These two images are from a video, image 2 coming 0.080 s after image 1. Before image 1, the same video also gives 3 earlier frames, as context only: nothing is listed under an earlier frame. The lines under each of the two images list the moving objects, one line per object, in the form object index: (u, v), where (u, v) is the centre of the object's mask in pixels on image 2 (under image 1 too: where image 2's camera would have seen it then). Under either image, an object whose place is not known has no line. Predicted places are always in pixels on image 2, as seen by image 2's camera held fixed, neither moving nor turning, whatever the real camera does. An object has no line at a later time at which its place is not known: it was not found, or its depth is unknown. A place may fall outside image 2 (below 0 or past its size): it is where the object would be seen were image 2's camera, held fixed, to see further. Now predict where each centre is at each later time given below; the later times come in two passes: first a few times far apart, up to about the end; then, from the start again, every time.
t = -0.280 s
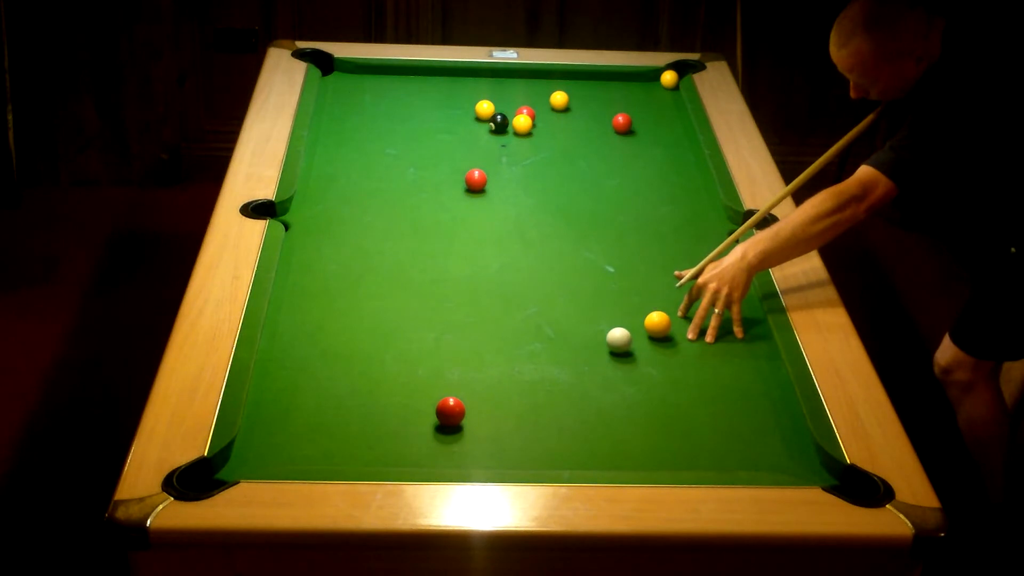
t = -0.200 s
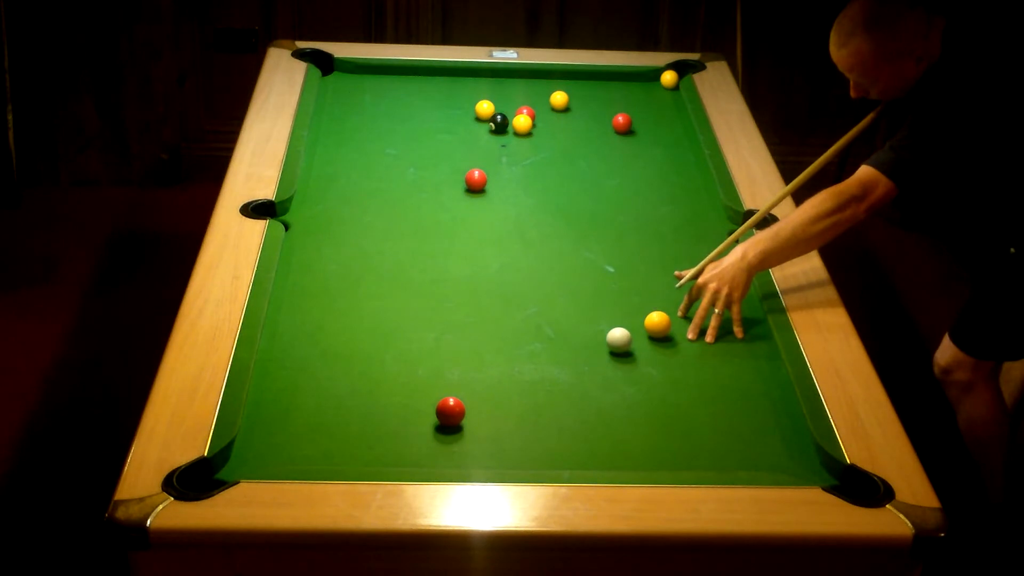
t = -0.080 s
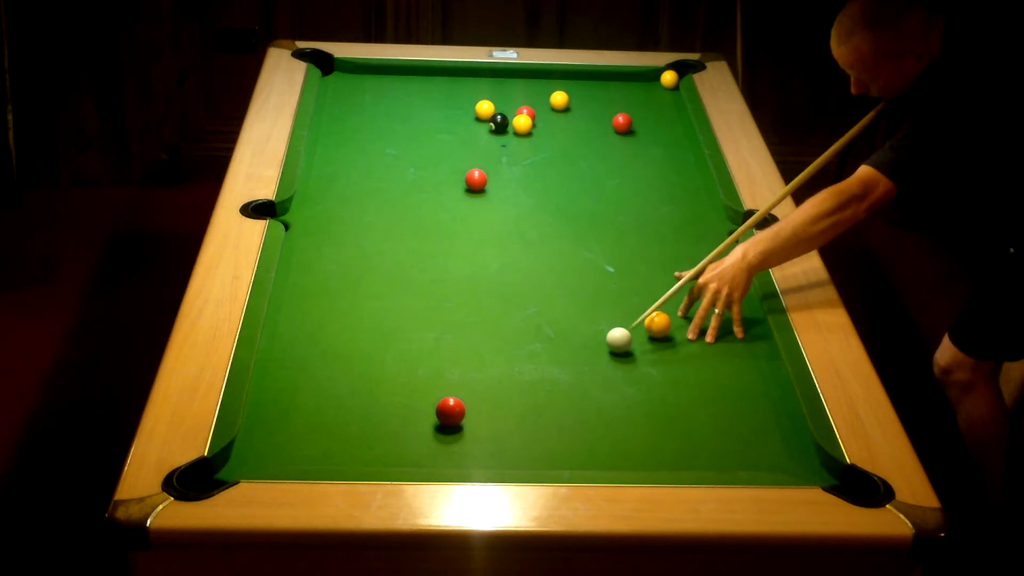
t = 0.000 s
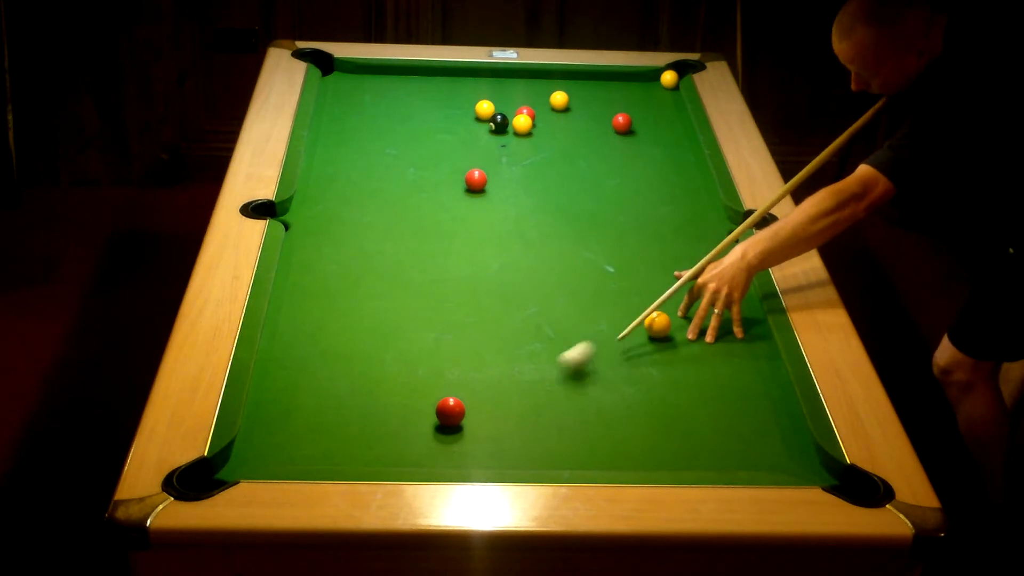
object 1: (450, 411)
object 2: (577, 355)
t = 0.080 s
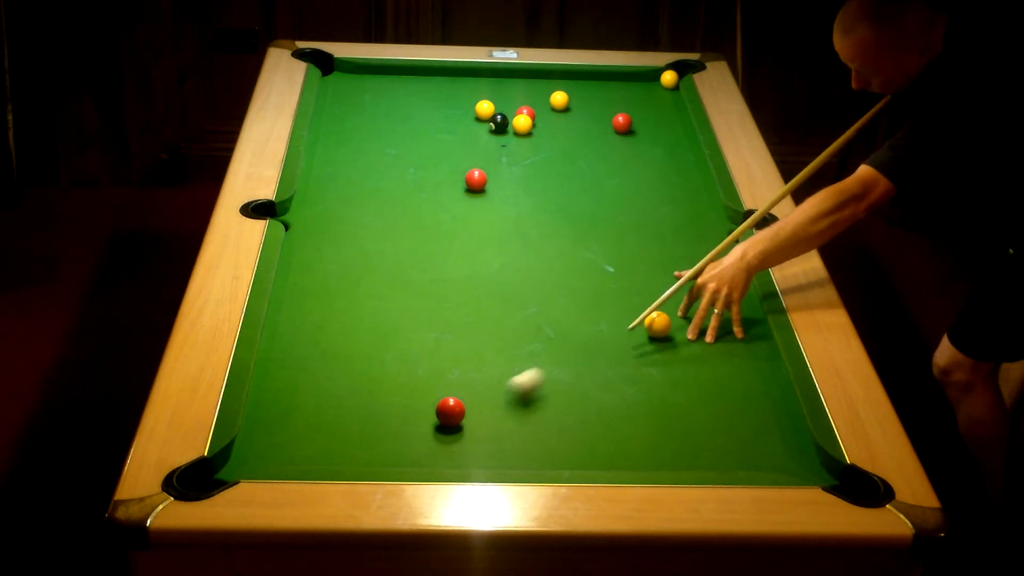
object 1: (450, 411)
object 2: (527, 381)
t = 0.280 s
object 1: (373, 420)
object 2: (486, 440)
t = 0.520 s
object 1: (257, 436)
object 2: (488, 441)
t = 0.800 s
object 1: (332, 456)
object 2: (498, 397)
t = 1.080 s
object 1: (396, 452)
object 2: (506, 358)
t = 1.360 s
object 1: (452, 439)
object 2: (513, 325)
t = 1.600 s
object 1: (495, 429)
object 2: (518, 300)
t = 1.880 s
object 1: (539, 419)
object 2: (522, 274)
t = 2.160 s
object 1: (578, 409)
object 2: (526, 252)
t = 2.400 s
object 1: (605, 402)
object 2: (529, 235)
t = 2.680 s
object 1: (633, 394)
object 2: (532, 218)
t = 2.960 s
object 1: (656, 388)
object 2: (534, 203)
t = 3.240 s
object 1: (674, 383)
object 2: (535, 190)
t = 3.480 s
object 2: (535, 181)
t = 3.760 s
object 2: (535, 172)
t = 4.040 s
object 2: (535, 165)
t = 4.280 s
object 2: (534, 159)
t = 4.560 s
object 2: (532, 155)
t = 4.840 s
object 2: (531, 151)
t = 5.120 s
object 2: (531, 149)
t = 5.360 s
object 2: (532, 149)
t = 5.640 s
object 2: (531, 149)
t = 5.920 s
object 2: (531, 149)
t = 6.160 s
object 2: (531, 149)
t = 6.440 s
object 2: (531, 149)
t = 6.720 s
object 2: (531, 149)
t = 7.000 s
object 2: (531, 149)
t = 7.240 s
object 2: (531, 149)
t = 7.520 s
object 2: (532, 149)
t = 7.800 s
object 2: (532, 149)
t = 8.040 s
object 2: (532, 149)
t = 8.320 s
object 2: (532, 149)
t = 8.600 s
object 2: (532, 149)
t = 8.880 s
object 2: (532, 149)
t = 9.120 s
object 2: (532, 149)
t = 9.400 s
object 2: (532, 149)
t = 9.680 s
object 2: (532, 149)
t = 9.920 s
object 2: (532, 149)
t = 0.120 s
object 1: (450, 411)
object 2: (500, 395)
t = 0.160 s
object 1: (444, 411)
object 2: (480, 410)
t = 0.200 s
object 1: (417, 414)
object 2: (484, 420)
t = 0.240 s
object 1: (394, 417)
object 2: (486, 431)
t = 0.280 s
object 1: (373, 420)
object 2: (486, 440)
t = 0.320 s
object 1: (354, 423)
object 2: (484, 449)
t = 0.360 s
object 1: (334, 426)
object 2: (483, 457)
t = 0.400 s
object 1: (314, 428)
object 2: (483, 459)
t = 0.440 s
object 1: (295, 430)
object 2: (485, 455)
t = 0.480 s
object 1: (276, 433)
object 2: (486, 449)
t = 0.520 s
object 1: (257, 436)
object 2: (488, 441)
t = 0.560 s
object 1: (263, 439)
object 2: (489, 435)
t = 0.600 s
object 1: (275, 443)
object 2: (491, 428)
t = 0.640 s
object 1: (286, 447)
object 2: (493, 422)
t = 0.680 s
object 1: (297, 450)
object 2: (494, 415)
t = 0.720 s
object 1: (309, 452)
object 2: (496, 409)
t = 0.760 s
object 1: (320, 455)
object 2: (497, 403)
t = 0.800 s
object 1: (332, 456)
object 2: (498, 397)
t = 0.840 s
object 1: (343, 458)
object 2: (499, 391)
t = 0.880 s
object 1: (352, 457)
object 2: (501, 385)
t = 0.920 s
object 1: (361, 456)
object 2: (502, 379)
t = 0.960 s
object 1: (370, 455)
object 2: (503, 374)
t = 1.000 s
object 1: (379, 454)
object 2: (504, 369)
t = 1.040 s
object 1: (388, 453)
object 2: (505, 363)
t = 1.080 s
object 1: (396, 452)
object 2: (506, 358)
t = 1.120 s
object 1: (405, 450)
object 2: (507, 353)
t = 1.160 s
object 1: (413, 448)
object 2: (508, 348)
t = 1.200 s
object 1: (421, 446)
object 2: (509, 343)
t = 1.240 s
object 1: (429, 444)
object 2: (510, 339)
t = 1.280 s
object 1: (437, 442)
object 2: (511, 334)
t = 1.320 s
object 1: (445, 441)
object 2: (512, 329)
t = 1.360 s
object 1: (452, 439)
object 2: (513, 325)
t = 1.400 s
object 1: (460, 437)
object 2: (514, 320)
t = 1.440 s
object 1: (467, 436)
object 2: (514, 316)
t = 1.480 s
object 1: (474, 434)
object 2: (515, 312)
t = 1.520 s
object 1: (481, 432)
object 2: (516, 308)
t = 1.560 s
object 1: (488, 431)
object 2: (517, 303)
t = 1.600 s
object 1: (495, 429)
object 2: (518, 300)
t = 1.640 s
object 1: (502, 428)
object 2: (518, 296)
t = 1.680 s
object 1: (508, 426)
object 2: (519, 292)
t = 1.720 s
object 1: (515, 425)
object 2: (520, 288)
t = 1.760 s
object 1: (521, 422)
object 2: (520, 284)
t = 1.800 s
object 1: (527, 421)
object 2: (521, 281)
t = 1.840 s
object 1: (533, 420)
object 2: (522, 277)
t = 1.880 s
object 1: (539, 419)
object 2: (522, 274)
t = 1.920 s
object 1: (545, 417)
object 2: (523, 270)
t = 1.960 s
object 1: (551, 416)
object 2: (524, 267)
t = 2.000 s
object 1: (556, 414)
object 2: (524, 264)
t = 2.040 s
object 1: (561, 413)
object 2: (525, 261)
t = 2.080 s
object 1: (567, 412)
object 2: (525, 258)
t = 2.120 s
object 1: (572, 411)
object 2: (526, 255)
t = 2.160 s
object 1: (578, 409)
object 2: (526, 252)
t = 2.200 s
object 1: (583, 408)
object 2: (527, 249)
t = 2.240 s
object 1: (587, 406)
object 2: (527, 246)
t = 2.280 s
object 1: (592, 405)
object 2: (528, 243)
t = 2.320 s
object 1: (597, 404)
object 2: (529, 240)
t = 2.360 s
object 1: (601, 403)
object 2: (529, 237)
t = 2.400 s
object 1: (605, 402)
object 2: (529, 235)
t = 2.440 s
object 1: (610, 401)
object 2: (530, 232)
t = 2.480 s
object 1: (614, 400)
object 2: (530, 230)
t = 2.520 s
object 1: (618, 399)
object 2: (531, 227)
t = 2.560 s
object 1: (622, 398)
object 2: (531, 225)
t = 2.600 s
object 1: (626, 396)
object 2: (531, 222)
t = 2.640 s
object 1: (630, 395)
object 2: (531, 220)
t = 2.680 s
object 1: (633, 394)
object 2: (532, 218)
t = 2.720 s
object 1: (637, 394)
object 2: (532, 215)
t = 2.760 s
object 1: (641, 393)
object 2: (532, 213)
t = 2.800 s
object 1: (644, 392)
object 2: (533, 211)
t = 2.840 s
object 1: (647, 391)
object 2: (533, 209)
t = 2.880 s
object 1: (650, 390)
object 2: (533, 207)
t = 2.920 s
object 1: (653, 389)
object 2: (533, 205)
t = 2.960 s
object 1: (656, 388)
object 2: (534, 203)
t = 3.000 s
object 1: (659, 387)
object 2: (534, 201)
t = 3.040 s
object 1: (661, 386)
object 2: (534, 199)
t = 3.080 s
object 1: (664, 386)
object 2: (534, 197)
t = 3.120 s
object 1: (667, 385)
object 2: (535, 196)
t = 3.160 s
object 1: (669, 384)
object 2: (535, 194)
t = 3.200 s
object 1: (672, 384)
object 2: (535, 192)
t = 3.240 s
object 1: (674, 383)
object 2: (535, 190)
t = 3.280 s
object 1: (677, 382)
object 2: (535, 189)
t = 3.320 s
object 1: (679, 382)
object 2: (535, 187)
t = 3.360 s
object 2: (535, 186)
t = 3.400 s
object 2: (535, 184)
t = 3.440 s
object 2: (535, 183)
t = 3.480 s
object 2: (535, 181)
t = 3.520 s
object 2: (535, 180)
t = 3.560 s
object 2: (535, 179)
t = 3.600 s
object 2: (535, 177)
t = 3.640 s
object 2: (535, 176)
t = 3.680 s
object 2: (535, 175)
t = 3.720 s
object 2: (535, 173)
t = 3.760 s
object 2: (535, 172)
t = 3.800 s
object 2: (535, 171)
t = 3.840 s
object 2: (535, 170)
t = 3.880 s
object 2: (535, 169)
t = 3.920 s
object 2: (535, 168)
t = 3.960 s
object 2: (535, 167)
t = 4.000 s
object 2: (535, 166)
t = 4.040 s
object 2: (535, 165)
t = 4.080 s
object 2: (535, 164)
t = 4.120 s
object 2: (535, 163)
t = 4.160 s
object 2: (535, 162)
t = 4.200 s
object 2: (534, 161)
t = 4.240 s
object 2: (534, 160)
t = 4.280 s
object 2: (534, 159)
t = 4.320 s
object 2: (534, 159)
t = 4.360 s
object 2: (534, 158)
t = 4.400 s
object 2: (533, 157)
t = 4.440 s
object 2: (533, 157)
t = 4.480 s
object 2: (533, 156)
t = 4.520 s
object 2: (533, 155)
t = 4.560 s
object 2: (532, 155)
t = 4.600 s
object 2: (532, 154)
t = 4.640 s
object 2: (532, 154)
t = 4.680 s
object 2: (532, 153)
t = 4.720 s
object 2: (531, 153)
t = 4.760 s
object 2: (531, 152)
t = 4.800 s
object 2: (531, 152)
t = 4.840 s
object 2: (531, 151)
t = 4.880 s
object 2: (531, 151)
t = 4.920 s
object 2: (531, 151)
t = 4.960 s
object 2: (531, 150)
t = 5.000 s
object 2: (531, 150)
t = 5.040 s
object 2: (531, 150)
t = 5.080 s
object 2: (531, 150)
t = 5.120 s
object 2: (531, 149)
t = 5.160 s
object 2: (531, 149)
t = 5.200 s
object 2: (532, 149)
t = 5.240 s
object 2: (532, 149)
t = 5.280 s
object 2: (532, 149)
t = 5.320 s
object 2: (532, 149)
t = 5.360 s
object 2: (532, 149)
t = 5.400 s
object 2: (532, 149)
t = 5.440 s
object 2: (532, 149)
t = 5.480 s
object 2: (532, 149)
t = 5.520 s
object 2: (531, 149)
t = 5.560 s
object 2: (531, 149)
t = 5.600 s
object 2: (531, 149)
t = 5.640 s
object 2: (531, 149)
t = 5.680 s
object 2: (531, 149)
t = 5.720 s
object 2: (531, 149)
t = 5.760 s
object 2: (531, 149)
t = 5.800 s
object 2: (531, 149)
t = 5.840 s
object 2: (531, 149)
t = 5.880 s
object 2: (531, 149)
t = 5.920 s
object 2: (531, 149)
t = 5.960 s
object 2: (531, 149)
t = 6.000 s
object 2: (531, 149)
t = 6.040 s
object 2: (531, 149)
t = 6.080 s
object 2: (531, 149)
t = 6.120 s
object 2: (531, 149)
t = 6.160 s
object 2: (531, 149)
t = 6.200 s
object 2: (531, 149)
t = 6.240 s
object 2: (531, 149)
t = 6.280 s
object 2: (531, 149)
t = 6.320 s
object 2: (531, 149)
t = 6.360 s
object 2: (531, 149)
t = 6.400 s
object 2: (531, 149)
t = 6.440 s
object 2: (531, 149)
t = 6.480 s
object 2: (531, 149)
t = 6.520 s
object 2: (531, 149)
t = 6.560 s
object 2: (531, 149)
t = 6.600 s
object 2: (531, 149)
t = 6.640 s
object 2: (531, 149)
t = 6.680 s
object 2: (531, 149)
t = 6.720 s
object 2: (531, 149)
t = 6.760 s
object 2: (531, 149)
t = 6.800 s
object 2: (531, 149)
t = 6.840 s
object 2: (531, 149)
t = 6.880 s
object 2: (531, 149)
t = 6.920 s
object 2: (531, 149)
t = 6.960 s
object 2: (531, 149)
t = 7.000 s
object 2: (531, 149)
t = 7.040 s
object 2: (531, 149)
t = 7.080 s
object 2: (531, 149)
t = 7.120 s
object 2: (531, 149)
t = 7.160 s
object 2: (531, 149)
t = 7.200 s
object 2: (531, 149)
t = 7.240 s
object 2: (531, 149)
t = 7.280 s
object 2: (531, 149)
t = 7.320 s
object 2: (532, 149)
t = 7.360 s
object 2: (532, 149)
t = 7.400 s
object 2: (532, 149)
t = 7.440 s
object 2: (532, 149)
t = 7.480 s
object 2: (532, 149)
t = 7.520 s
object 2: (532, 149)
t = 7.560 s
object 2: (532, 149)
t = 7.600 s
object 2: (532, 149)
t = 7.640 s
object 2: (532, 149)
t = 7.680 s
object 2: (532, 149)
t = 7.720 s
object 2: (532, 149)
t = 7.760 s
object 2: (532, 149)
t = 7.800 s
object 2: (532, 149)
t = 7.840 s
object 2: (532, 149)
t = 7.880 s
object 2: (532, 149)
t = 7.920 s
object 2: (532, 149)
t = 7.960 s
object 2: (532, 149)
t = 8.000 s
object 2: (532, 149)
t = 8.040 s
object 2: (532, 149)
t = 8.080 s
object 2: (532, 149)
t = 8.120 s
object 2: (532, 149)
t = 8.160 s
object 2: (532, 149)
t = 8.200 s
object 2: (532, 149)
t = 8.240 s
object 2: (532, 149)
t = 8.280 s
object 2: (532, 149)
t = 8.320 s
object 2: (532, 149)
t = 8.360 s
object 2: (532, 149)
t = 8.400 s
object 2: (532, 149)
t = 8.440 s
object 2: (532, 149)
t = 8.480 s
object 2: (532, 149)
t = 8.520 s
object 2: (532, 149)
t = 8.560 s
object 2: (532, 149)
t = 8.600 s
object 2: (532, 149)
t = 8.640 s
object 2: (532, 149)
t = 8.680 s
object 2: (532, 149)
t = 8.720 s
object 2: (532, 149)
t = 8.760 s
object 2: (532, 149)
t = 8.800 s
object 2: (532, 149)
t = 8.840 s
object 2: (532, 149)
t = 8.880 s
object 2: (532, 149)
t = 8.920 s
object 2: (532, 149)
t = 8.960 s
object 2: (532, 149)
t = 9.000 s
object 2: (532, 149)
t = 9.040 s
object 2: (532, 149)
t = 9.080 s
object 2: (532, 149)
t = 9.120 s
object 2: (532, 149)
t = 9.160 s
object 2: (532, 149)
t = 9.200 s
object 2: (532, 149)
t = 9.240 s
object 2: (532, 149)
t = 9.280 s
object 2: (532, 149)
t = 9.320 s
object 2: (532, 149)
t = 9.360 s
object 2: (532, 149)
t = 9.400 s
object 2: (532, 149)
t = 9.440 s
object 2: (532, 149)
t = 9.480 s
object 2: (532, 149)
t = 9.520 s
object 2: (532, 149)
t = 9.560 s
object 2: (532, 149)
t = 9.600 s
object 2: (532, 149)
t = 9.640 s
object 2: (532, 149)
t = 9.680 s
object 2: (532, 149)
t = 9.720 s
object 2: (532, 149)
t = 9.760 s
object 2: (532, 149)
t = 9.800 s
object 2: (532, 149)
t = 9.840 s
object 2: (532, 149)
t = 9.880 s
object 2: (532, 149)
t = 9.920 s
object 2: (532, 149)
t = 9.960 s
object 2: (532, 149)
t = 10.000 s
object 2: (532, 149)
